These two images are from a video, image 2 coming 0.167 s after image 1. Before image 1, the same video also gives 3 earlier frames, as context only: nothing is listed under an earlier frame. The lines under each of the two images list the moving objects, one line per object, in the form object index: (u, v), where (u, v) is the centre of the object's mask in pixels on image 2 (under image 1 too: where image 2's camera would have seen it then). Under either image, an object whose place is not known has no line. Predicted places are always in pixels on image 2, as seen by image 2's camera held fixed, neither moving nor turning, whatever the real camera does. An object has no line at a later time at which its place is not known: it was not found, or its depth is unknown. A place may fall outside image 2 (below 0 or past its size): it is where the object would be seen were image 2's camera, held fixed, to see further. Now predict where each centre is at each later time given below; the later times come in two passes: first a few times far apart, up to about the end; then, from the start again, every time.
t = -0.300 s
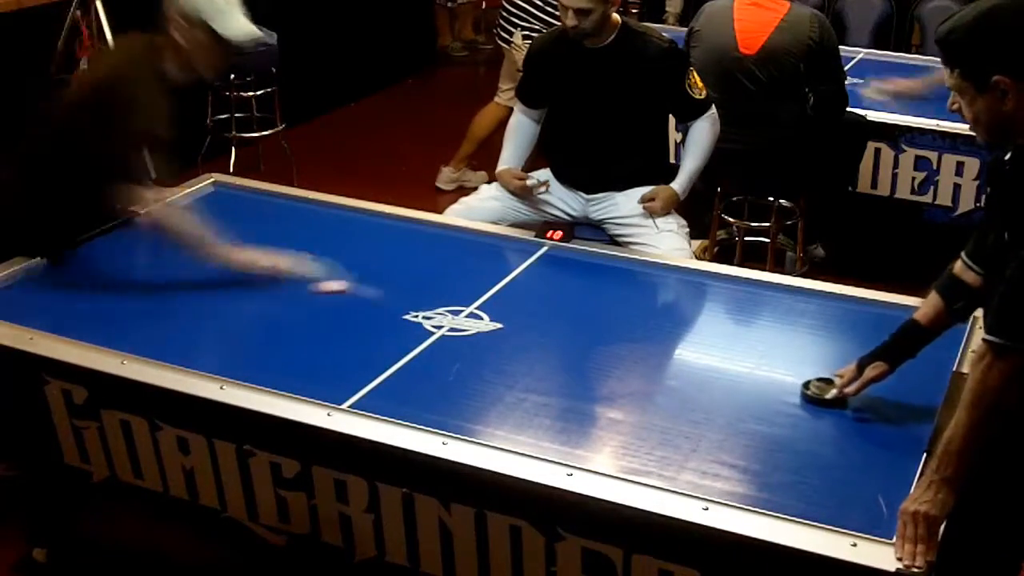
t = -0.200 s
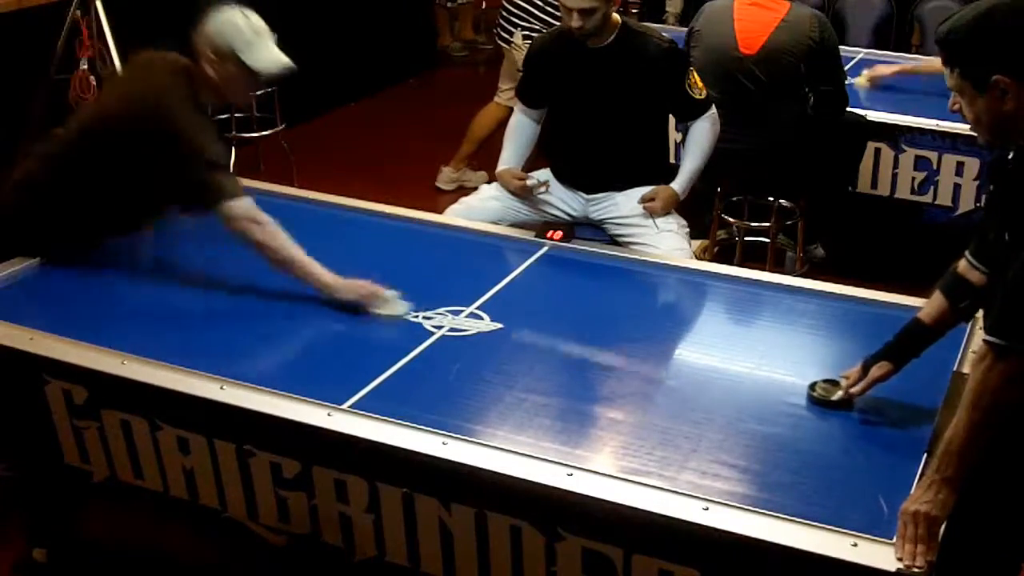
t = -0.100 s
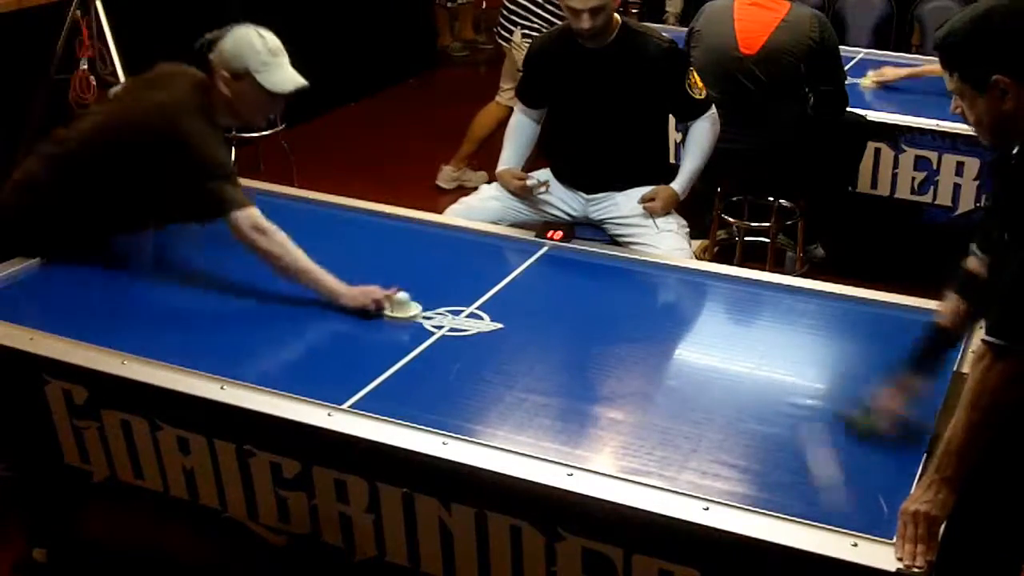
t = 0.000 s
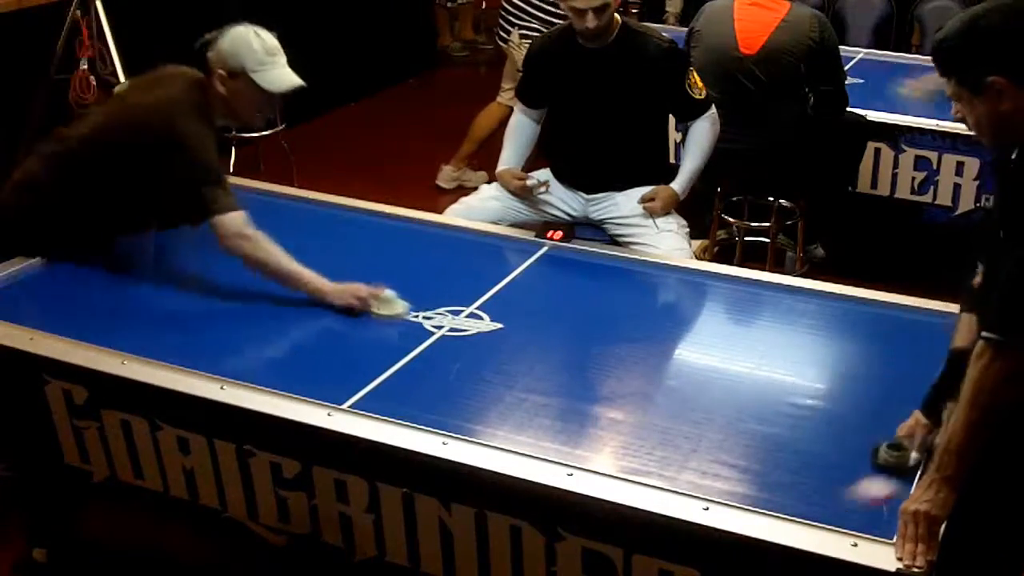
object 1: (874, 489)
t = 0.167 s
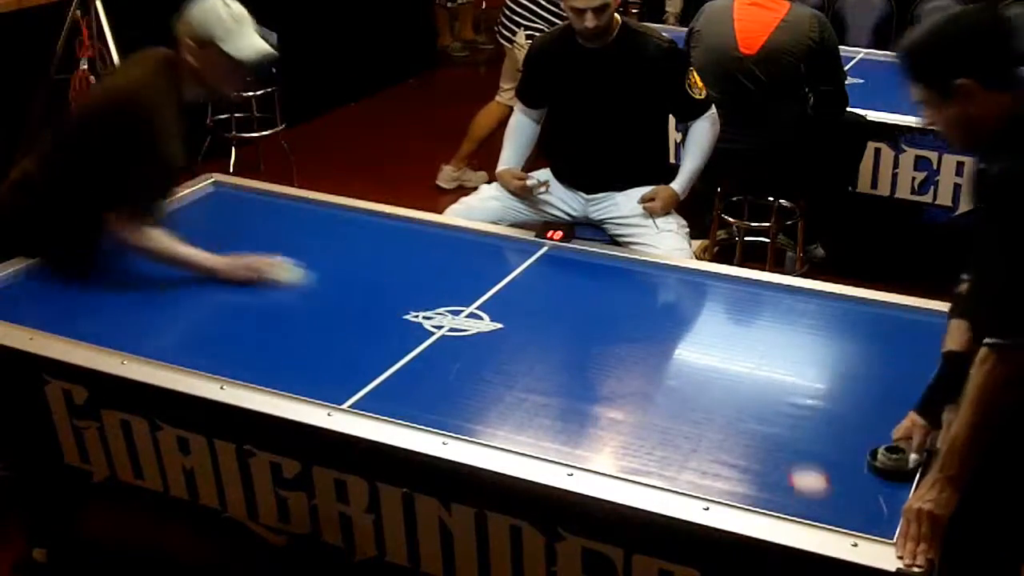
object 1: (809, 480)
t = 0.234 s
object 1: (804, 455)
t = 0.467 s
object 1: (786, 376)
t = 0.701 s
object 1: (767, 307)
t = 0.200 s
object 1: (806, 467)
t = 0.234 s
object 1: (804, 455)
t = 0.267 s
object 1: (801, 442)
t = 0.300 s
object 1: (799, 430)
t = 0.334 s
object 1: (796, 417)
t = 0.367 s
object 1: (794, 406)
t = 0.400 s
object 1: (790, 396)
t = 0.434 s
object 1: (788, 386)
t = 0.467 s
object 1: (786, 376)
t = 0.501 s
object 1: (783, 365)
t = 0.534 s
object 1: (780, 355)
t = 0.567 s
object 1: (778, 345)
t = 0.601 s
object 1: (775, 335)
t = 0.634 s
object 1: (772, 326)
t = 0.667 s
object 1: (769, 317)
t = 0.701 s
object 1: (767, 307)
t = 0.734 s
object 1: (765, 298)
